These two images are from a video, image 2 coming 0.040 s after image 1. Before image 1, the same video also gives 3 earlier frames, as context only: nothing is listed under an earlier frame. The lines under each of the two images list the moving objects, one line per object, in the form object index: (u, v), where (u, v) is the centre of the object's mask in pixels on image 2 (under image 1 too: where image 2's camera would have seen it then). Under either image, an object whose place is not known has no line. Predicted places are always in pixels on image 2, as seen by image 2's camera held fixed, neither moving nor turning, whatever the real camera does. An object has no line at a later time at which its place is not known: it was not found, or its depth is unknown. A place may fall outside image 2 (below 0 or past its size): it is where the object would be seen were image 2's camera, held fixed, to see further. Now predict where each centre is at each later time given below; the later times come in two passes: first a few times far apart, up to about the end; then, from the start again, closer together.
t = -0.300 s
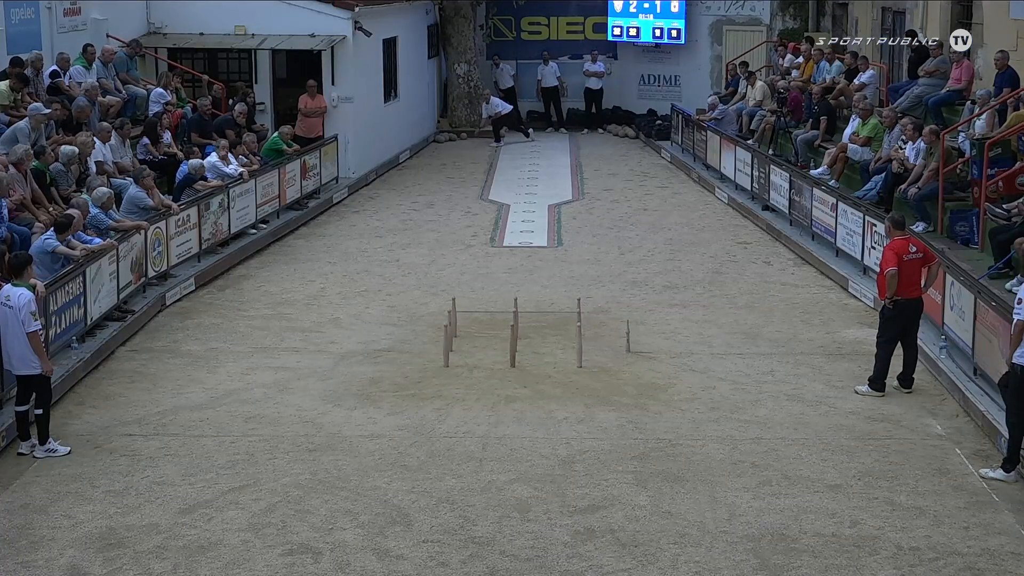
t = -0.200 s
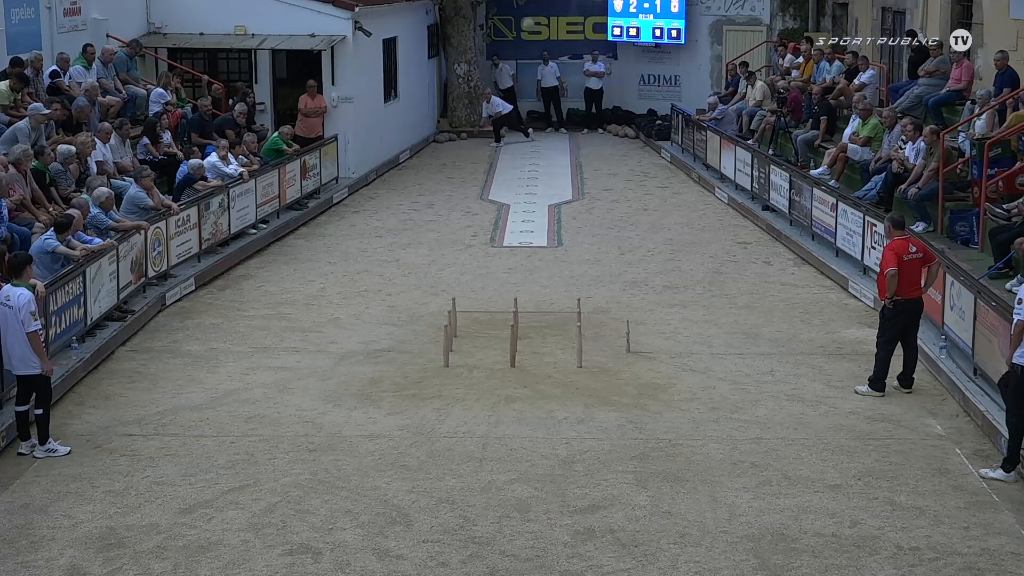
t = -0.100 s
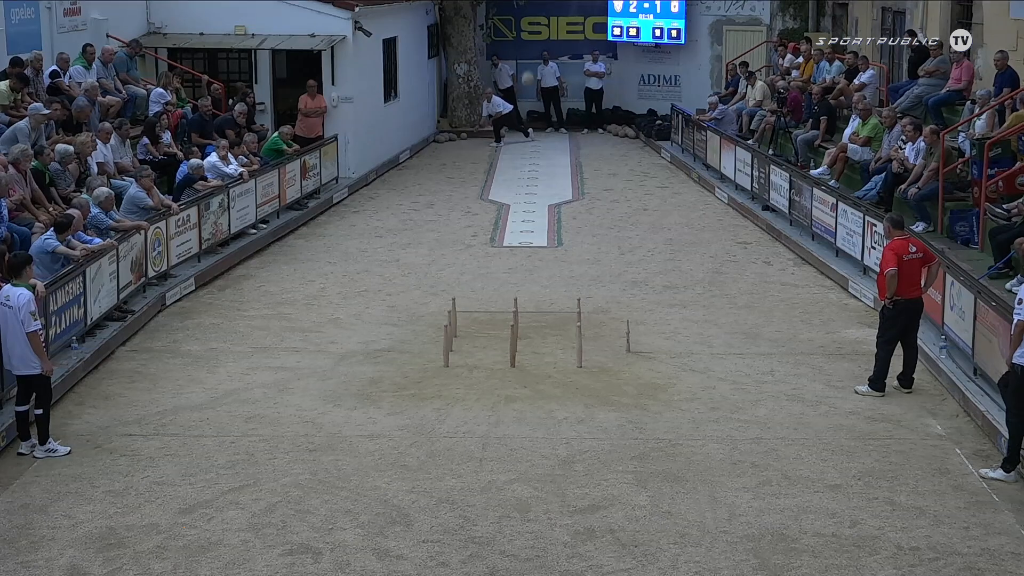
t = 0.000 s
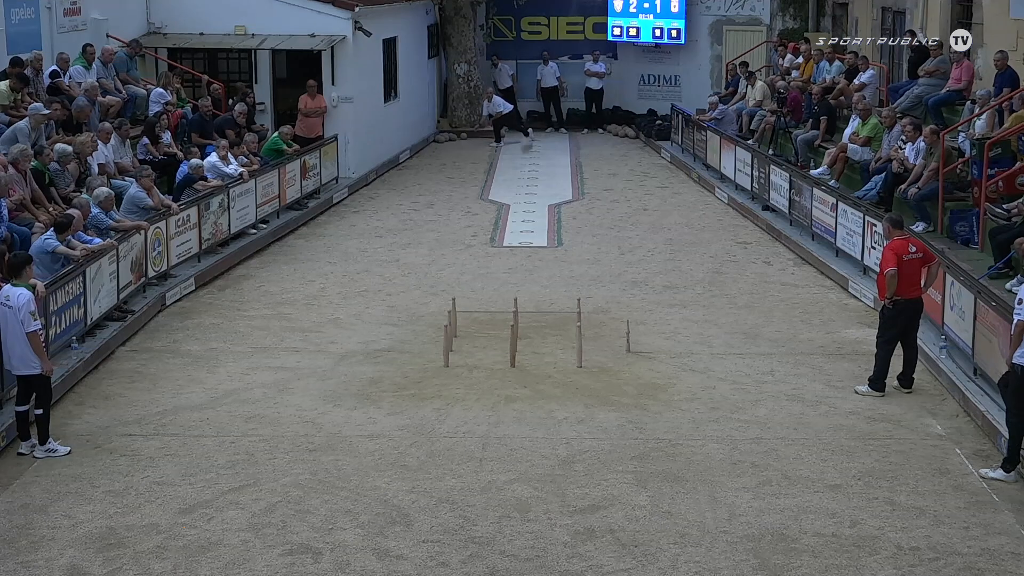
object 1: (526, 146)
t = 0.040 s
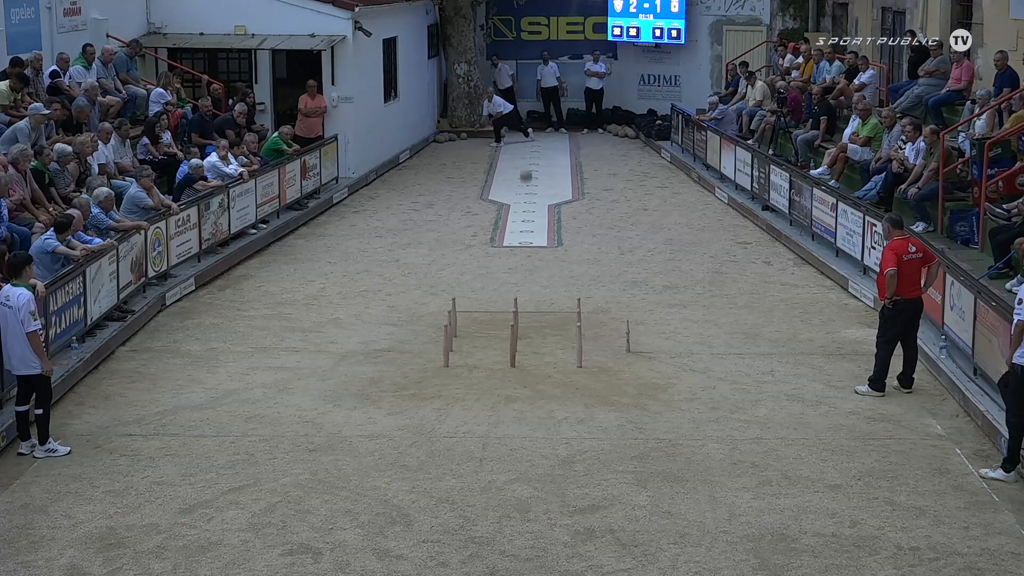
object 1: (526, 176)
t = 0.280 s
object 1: (532, 308)
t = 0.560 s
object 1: (562, 348)
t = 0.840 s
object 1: (579, 378)
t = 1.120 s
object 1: (591, 410)
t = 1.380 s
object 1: (604, 444)
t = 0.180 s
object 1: (524, 302)
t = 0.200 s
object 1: (524, 310)
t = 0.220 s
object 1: (526, 310)
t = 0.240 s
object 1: (528, 308)
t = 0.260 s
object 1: (530, 308)
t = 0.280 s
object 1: (532, 308)
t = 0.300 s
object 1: (534, 308)
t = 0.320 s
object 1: (536, 309)
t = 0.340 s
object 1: (538, 309)
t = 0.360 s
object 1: (540, 311)
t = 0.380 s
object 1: (542, 313)
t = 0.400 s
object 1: (544, 315)
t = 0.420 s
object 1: (546, 318)
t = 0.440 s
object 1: (549, 321)
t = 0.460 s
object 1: (551, 324)
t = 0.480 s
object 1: (553, 328)
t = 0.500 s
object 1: (555, 332)
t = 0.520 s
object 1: (558, 338)
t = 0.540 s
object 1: (560, 343)
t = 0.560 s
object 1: (562, 348)
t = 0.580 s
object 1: (564, 351)
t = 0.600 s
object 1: (566, 352)
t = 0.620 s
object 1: (568, 355)
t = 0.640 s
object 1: (569, 357)
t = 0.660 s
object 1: (571, 359)
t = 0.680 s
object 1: (573, 360)
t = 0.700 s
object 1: (574, 363)
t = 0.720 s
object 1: (574, 365)
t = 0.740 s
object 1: (575, 367)
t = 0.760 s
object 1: (576, 369)
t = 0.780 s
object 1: (577, 371)
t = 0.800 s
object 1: (578, 373)
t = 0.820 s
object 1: (579, 376)
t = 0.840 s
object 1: (579, 378)
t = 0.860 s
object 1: (580, 380)
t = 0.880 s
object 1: (581, 382)
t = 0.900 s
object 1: (582, 383)
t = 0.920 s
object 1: (583, 386)
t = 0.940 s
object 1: (584, 389)
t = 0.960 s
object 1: (584, 391)
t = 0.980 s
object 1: (585, 393)
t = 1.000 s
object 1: (586, 396)
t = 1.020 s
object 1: (587, 398)
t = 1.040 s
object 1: (588, 400)
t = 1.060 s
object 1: (589, 403)
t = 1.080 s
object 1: (589, 406)
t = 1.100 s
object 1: (591, 408)
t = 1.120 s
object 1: (591, 410)
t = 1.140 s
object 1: (593, 413)
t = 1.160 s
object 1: (594, 416)
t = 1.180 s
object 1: (594, 418)
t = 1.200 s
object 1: (595, 421)
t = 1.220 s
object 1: (596, 423)
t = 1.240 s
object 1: (597, 426)
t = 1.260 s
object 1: (598, 428)
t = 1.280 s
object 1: (600, 432)
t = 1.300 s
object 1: (600, 434)
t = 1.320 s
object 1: (601, 435)
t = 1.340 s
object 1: (602, 438)
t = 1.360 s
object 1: (603, 441)
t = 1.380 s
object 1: (604, 444)
